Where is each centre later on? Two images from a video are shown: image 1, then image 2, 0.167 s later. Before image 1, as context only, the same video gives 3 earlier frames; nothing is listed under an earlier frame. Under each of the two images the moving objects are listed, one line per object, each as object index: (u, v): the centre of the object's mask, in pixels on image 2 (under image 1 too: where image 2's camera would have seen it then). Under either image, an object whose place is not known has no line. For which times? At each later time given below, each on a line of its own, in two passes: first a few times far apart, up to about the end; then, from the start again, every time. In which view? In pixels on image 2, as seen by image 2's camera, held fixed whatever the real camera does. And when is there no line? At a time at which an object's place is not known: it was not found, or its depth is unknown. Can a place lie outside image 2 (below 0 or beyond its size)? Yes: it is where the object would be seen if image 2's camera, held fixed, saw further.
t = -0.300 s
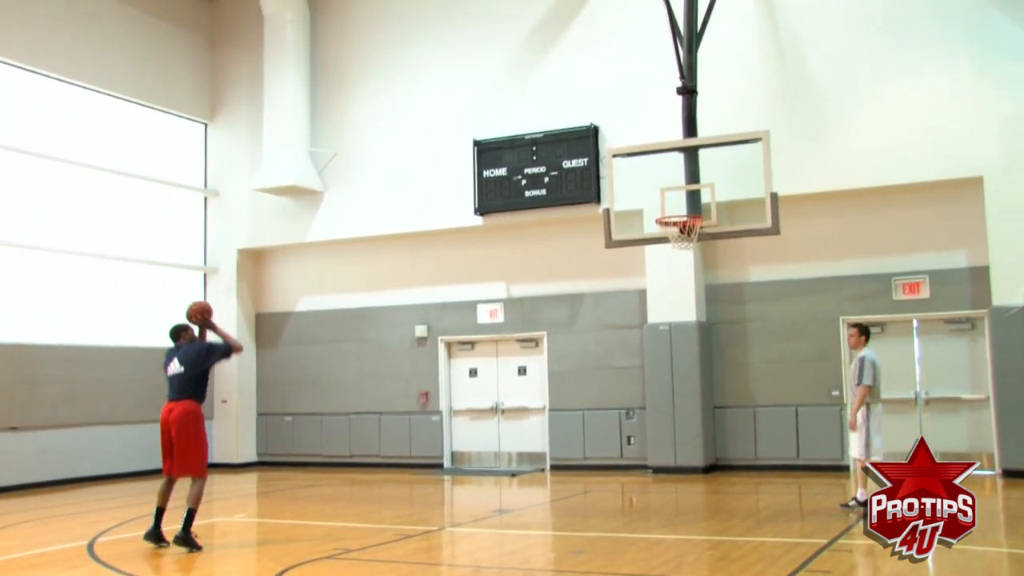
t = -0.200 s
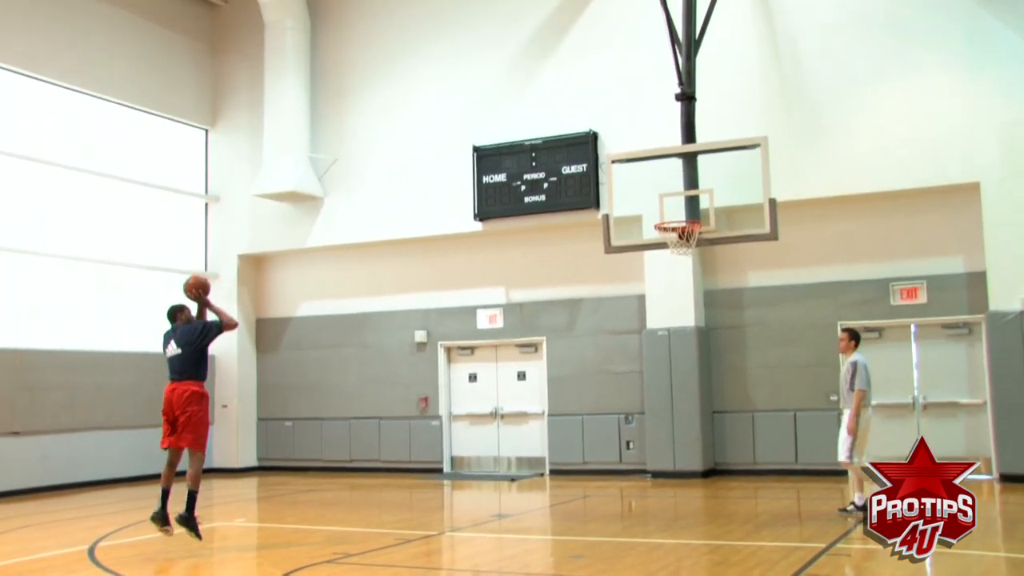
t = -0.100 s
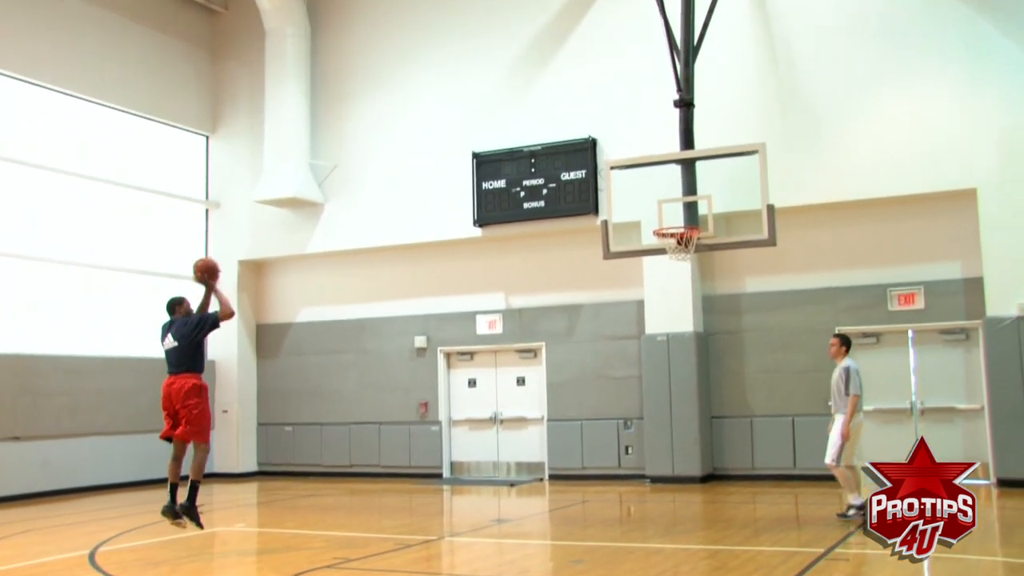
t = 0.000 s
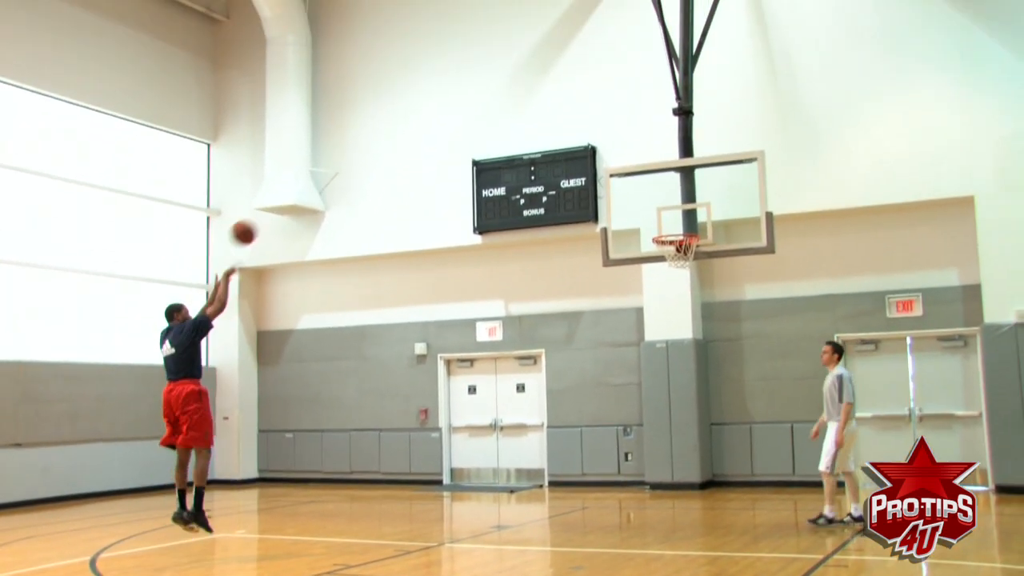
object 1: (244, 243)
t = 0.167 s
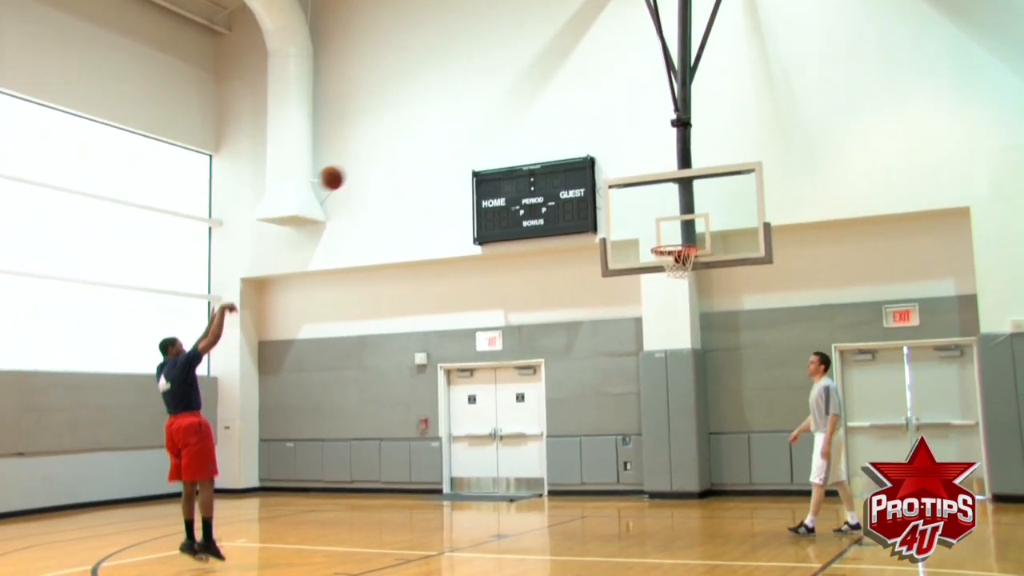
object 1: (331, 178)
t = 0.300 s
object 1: (396, 148)
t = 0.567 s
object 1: (517, 142)
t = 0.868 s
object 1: (642, 210)
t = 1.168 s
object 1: (685, 284)
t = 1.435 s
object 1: (671, 363)
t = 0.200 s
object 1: (348, 169)
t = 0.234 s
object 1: (364, 161)
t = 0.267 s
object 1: (380, 154)
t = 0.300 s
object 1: (396, 148)
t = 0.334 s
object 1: (412, 143)
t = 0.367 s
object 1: (428, 140)
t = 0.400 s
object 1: (443, 138)
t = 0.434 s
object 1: (458, 137)
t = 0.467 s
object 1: (473, 137)
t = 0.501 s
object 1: (488, 137)
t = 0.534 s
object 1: (502, 140)
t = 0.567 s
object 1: (517, 142)
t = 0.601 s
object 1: (531, 146)
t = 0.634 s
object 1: (545, 151)
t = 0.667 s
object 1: (560, 157)
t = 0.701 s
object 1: (574, 164)
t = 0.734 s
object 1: (587, 171)
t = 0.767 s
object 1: (601, 180)
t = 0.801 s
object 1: (614, 189)
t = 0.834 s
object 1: (628, 199)
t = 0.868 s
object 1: (642, 210)
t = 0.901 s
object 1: (655, 223)
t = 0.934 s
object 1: (668, 235)
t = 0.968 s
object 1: (680, 253)
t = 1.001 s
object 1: (691, 262)
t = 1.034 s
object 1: (693, 272)
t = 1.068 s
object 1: (691, 270)
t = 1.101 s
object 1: (689, 272)
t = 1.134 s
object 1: (687, 278)
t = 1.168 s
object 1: (685, 284)
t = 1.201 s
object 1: (683, 290)
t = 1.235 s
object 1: (681, 297)
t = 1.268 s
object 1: (679, 306)
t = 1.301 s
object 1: (677, 315)
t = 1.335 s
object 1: (674, 325)
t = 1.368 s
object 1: (672, 336)
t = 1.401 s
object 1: (672, 350)
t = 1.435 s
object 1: (671, 363)
